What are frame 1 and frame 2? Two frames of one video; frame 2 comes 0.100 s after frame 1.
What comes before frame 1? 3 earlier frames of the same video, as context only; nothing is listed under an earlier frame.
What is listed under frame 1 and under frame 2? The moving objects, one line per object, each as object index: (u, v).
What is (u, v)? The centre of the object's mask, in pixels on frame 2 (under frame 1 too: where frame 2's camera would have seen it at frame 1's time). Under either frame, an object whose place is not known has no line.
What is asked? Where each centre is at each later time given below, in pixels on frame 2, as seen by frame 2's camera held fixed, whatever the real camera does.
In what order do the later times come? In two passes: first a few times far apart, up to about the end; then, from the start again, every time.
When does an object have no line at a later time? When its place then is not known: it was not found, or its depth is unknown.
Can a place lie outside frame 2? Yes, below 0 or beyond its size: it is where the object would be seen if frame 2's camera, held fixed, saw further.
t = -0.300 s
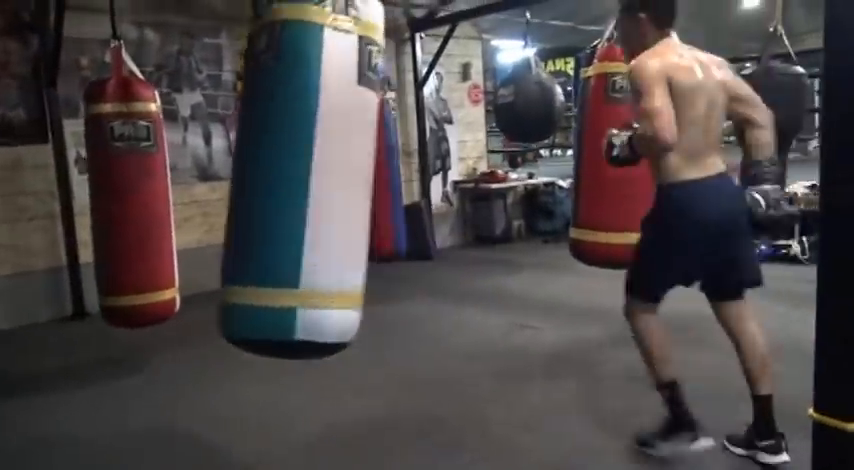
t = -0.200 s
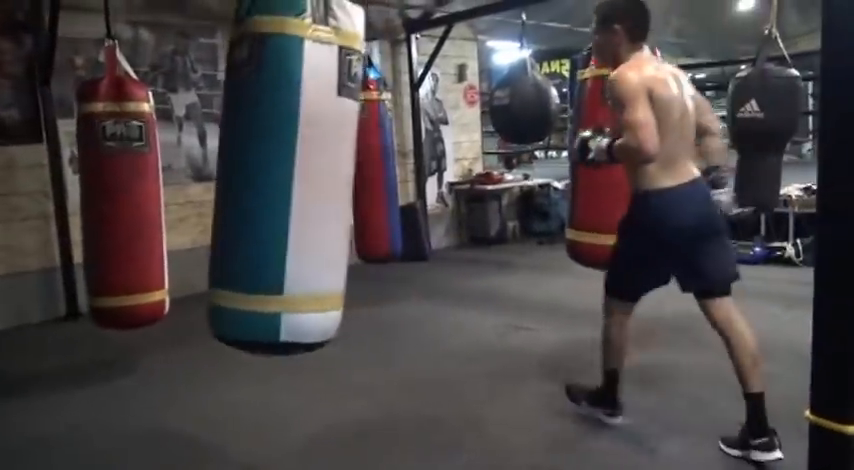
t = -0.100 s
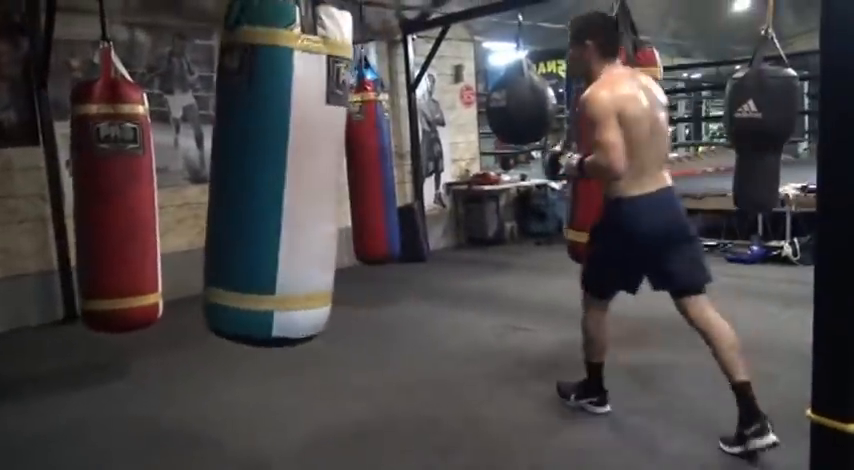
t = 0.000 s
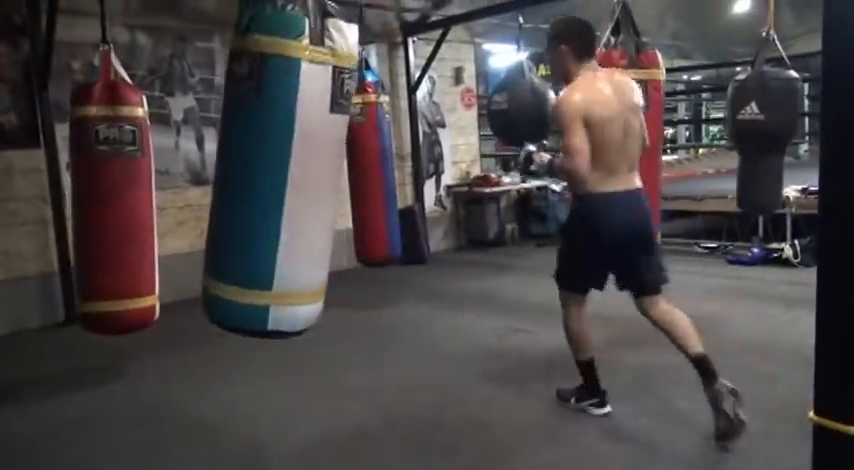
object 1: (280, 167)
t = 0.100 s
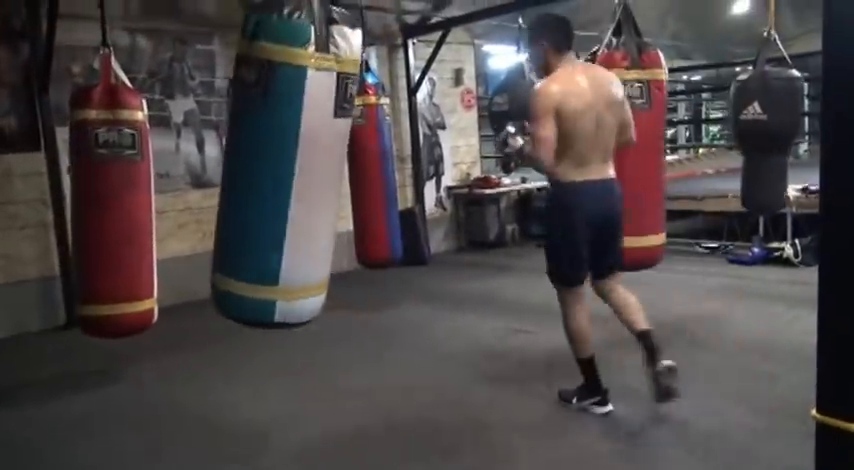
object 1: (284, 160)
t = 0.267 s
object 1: (295, 149)
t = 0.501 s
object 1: (328, 145)
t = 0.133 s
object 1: (286, 158)
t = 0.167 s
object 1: (288, 156)
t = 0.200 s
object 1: (290, 154)
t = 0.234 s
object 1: (292, 151)
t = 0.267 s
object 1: (295, 149)
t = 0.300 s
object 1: (299, 148)
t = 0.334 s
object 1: (304, 148)
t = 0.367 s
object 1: (308, 146)
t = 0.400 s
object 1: (313, 145)
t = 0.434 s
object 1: (318, 145)
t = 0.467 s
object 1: (323, 145)
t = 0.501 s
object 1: (328, 145)
